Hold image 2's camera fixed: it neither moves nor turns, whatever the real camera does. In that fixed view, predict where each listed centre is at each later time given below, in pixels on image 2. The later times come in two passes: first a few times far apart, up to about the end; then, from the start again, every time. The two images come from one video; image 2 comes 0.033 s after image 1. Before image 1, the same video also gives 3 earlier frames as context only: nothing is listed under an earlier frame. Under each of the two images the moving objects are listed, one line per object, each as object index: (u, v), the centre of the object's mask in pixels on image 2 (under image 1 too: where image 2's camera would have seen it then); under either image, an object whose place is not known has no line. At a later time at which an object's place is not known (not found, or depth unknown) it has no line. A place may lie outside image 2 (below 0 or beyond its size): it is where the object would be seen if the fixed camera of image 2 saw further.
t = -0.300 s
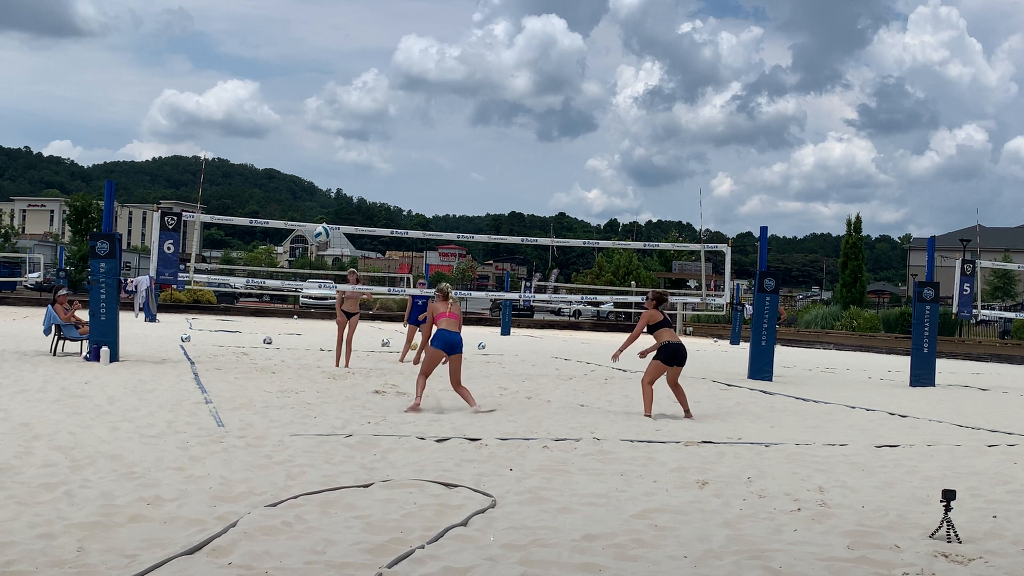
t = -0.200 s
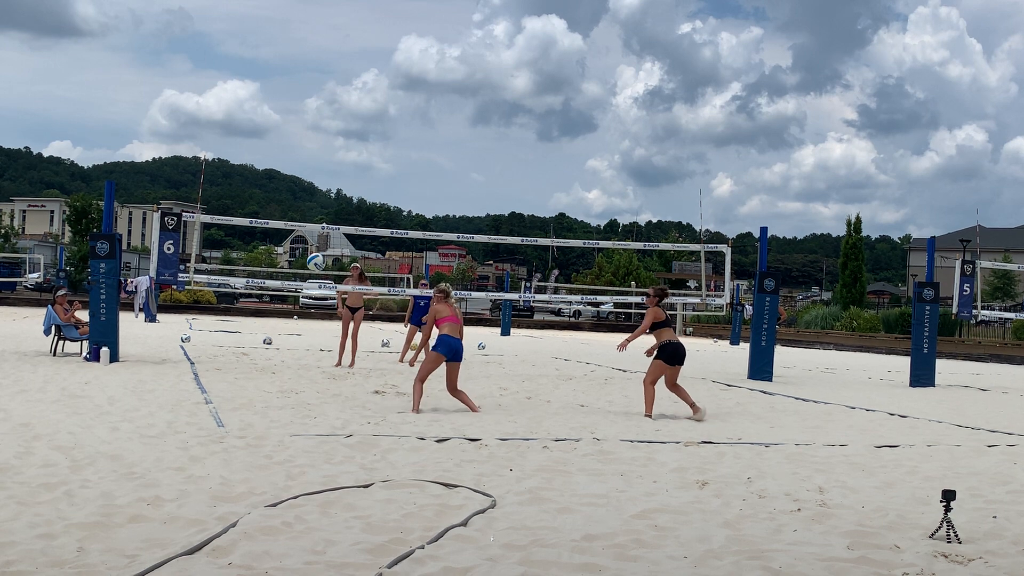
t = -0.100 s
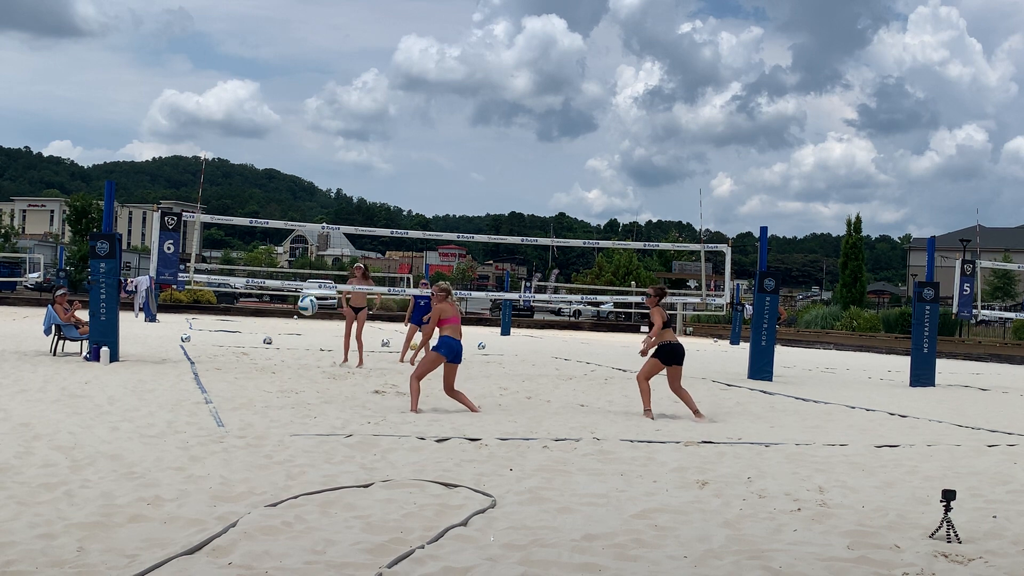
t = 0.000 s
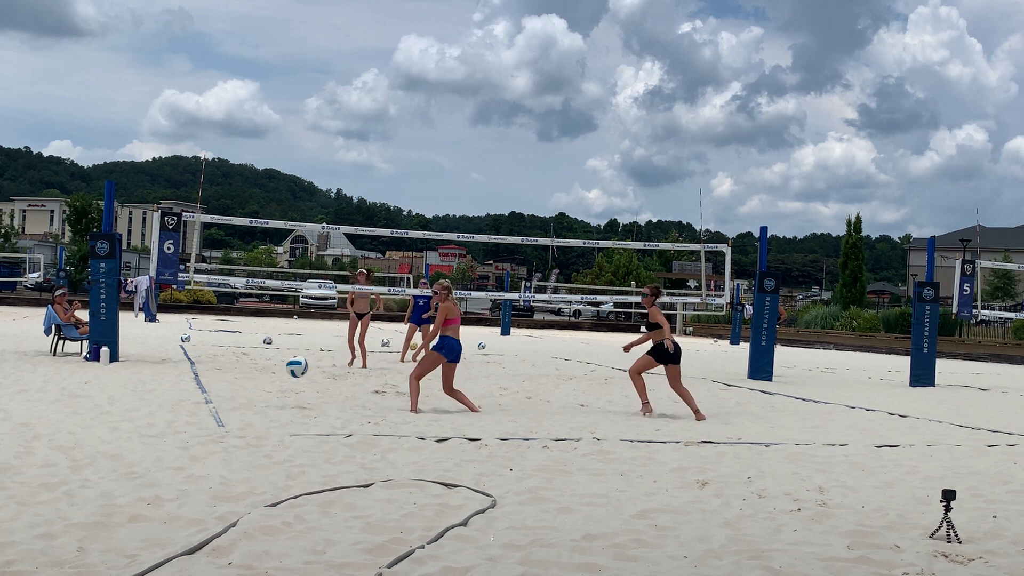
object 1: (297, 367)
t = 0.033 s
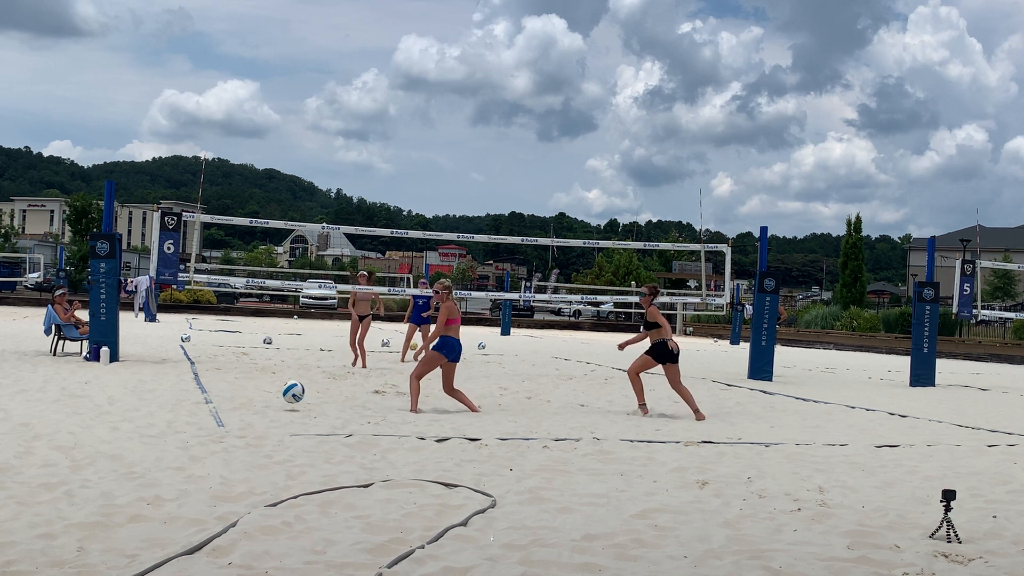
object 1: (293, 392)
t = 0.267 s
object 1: (277, 316)
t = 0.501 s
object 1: (252, 270)
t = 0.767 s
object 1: (203, 322)
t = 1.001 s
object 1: (132, 511)
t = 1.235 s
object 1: (31, 510)
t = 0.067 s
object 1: (290, 397)
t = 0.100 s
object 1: (288, 382)
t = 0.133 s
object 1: (286, 366)
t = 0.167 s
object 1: (284, 353)
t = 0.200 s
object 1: (282, 340)
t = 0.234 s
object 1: (279, 327)
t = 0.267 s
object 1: (277, 316)
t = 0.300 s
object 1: (274, 306)
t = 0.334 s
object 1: (271, 296)
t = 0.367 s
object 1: (268, 289)
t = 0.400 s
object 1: (264, 282)
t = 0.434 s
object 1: (260, 277)
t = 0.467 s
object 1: (256, 273)
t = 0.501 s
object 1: (252, 270)
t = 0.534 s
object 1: (247, 269)
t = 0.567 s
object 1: (242, 270)
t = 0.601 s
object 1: (236, 273)
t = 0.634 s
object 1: (230, 278)
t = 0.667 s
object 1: (224, 285)
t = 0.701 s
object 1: (218, 294)
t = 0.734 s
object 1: (210, 306)
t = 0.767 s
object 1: (203, 322)
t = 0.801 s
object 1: (195, 340)
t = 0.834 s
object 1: (186, 362)
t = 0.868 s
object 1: (177, 387)
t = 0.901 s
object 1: (166, 416)
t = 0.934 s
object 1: (155, 451)
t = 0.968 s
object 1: (143, 490)
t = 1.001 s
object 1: (132, 511)
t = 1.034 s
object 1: (121, 503)
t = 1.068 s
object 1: (109, 497)
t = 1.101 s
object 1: (96, 492)
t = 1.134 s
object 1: (82, 492)
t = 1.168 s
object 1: (66, 494)
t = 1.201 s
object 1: (48, 499)
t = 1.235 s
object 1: (31, 510)
